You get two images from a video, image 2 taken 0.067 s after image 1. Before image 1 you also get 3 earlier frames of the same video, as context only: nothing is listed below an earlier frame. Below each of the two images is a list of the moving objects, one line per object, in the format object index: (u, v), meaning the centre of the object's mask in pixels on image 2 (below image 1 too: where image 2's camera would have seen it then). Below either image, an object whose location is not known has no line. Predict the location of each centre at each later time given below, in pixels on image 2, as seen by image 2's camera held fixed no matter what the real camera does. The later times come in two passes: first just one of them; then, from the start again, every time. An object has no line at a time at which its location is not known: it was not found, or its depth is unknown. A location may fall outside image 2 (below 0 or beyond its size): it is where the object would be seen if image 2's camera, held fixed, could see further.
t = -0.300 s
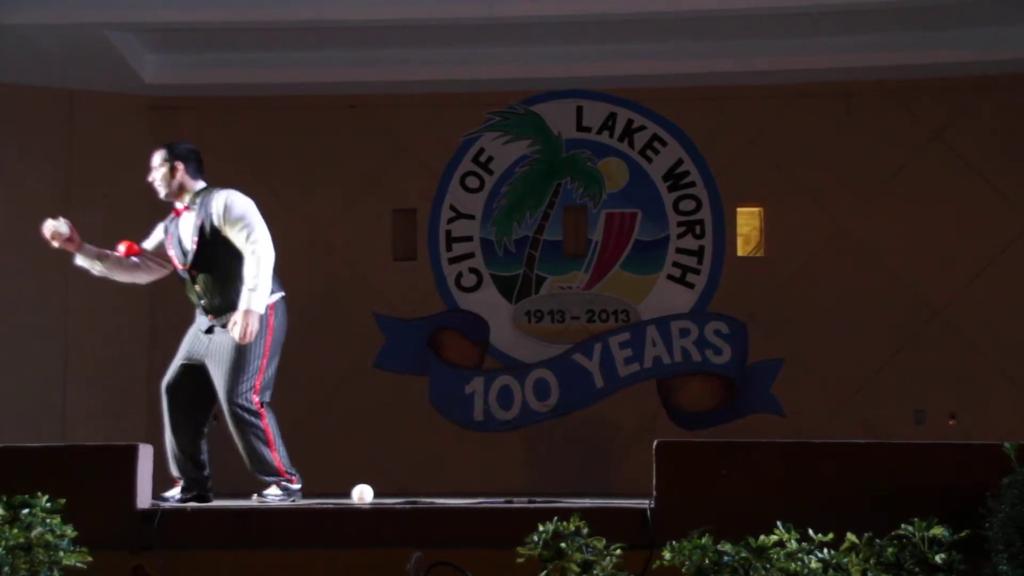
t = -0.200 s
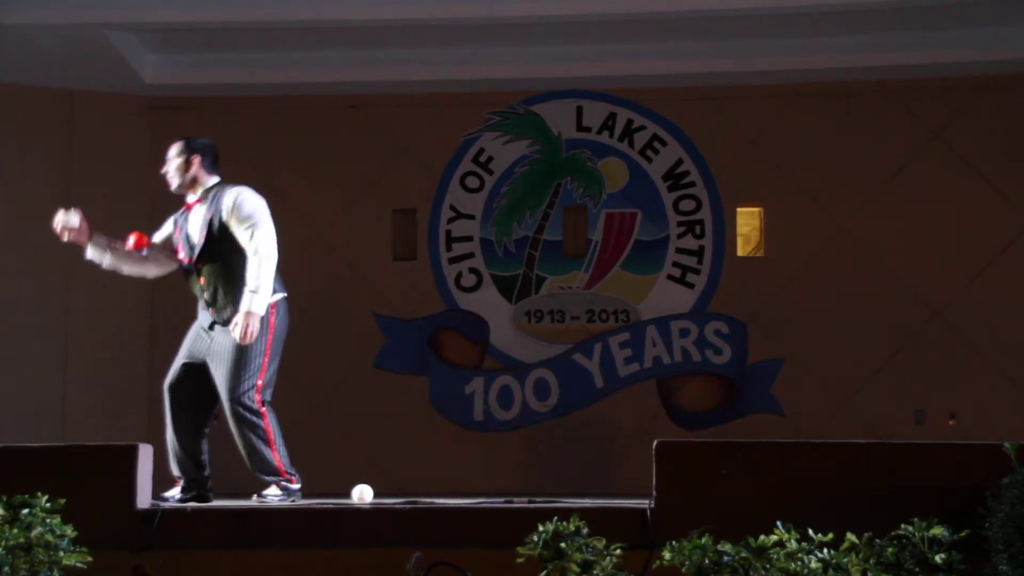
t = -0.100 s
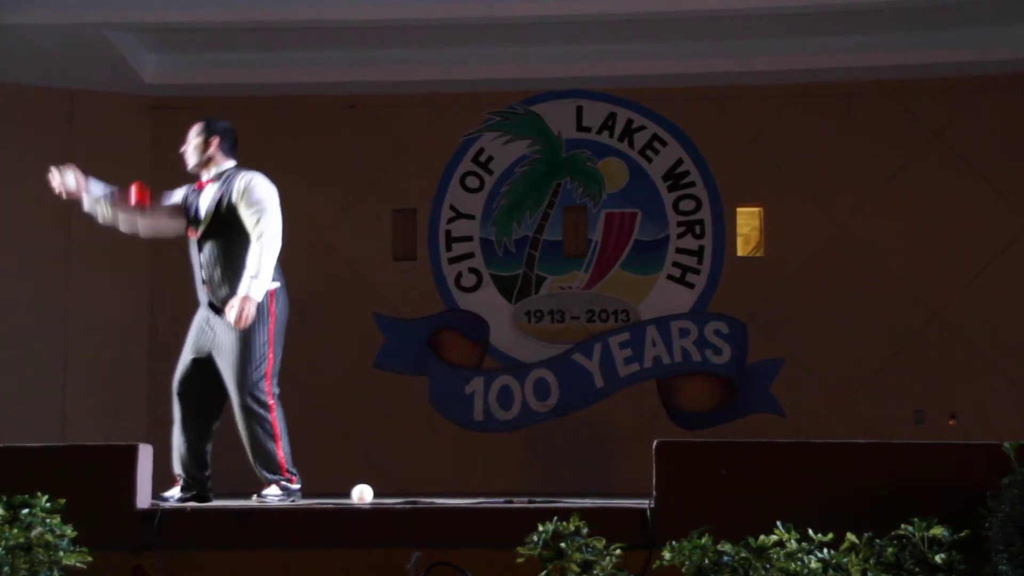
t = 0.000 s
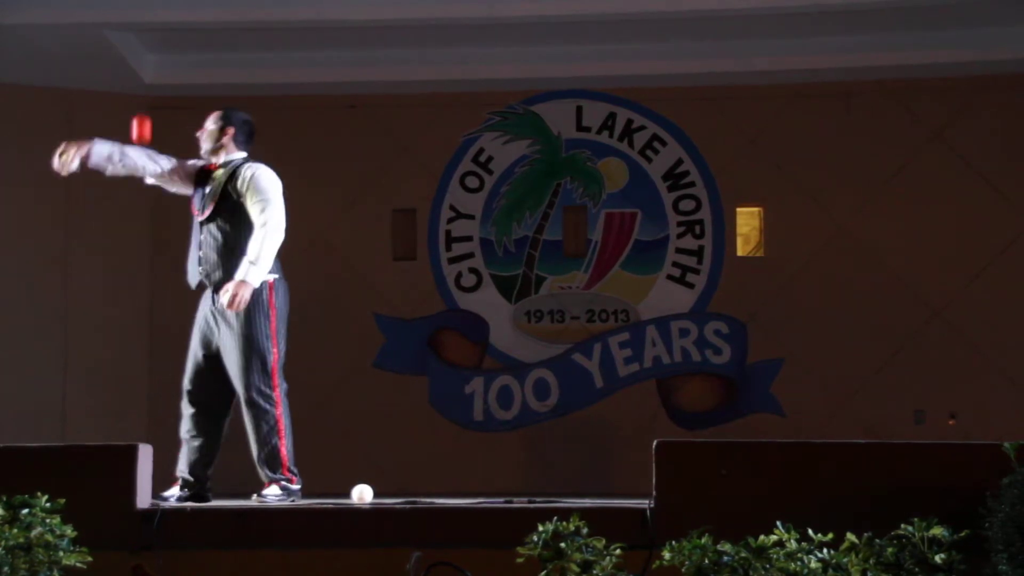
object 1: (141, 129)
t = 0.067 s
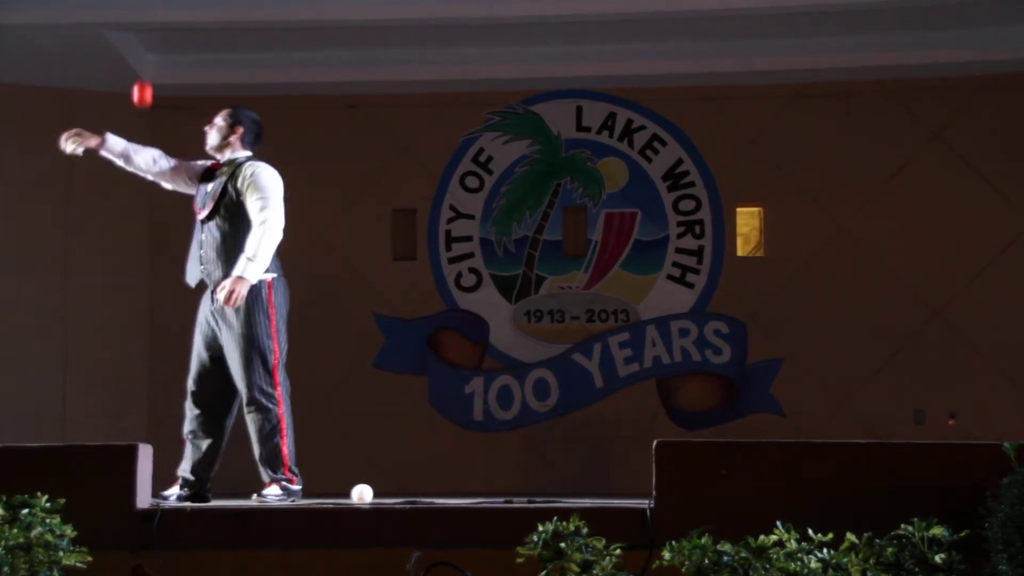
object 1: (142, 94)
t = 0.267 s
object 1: (147, 43)
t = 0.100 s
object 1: (143, 80)
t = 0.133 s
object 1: (143, 67)
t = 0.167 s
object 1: (144, 57)
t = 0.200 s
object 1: (145, 50)
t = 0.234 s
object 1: (146, 45)
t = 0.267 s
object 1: (147, 43)
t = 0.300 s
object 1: (147, 43)
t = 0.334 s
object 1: (148, 44)
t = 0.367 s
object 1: (149, 49)
